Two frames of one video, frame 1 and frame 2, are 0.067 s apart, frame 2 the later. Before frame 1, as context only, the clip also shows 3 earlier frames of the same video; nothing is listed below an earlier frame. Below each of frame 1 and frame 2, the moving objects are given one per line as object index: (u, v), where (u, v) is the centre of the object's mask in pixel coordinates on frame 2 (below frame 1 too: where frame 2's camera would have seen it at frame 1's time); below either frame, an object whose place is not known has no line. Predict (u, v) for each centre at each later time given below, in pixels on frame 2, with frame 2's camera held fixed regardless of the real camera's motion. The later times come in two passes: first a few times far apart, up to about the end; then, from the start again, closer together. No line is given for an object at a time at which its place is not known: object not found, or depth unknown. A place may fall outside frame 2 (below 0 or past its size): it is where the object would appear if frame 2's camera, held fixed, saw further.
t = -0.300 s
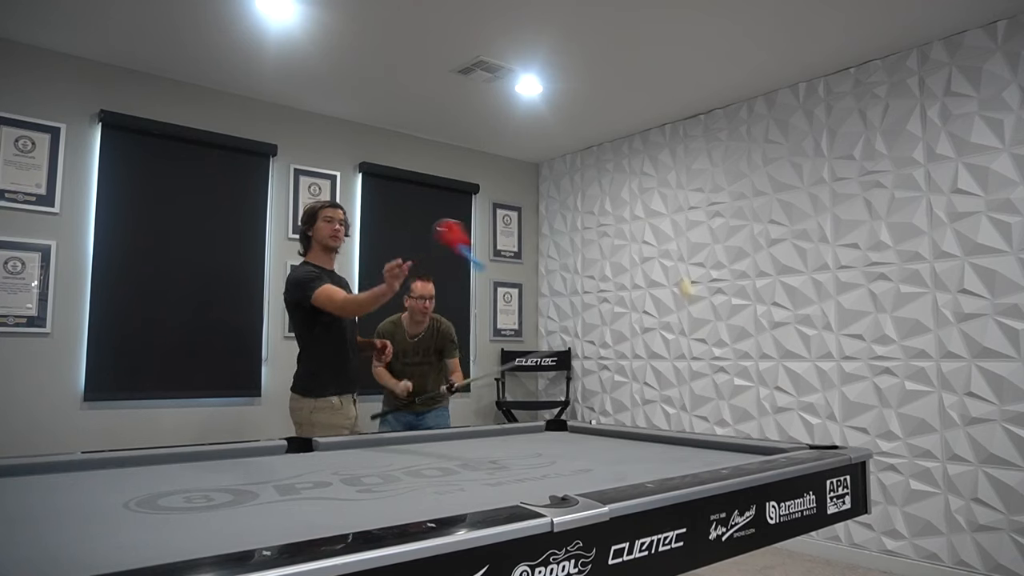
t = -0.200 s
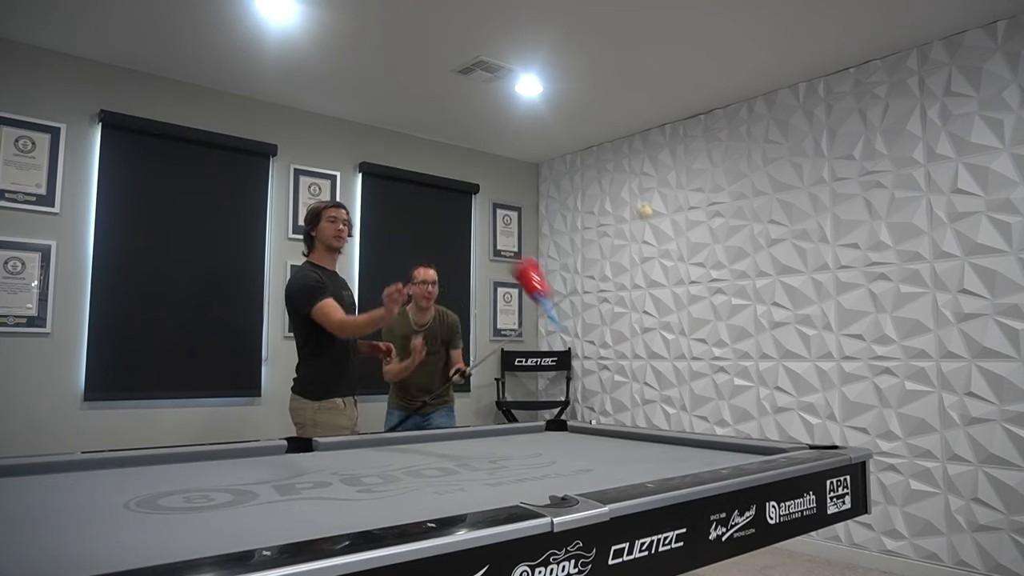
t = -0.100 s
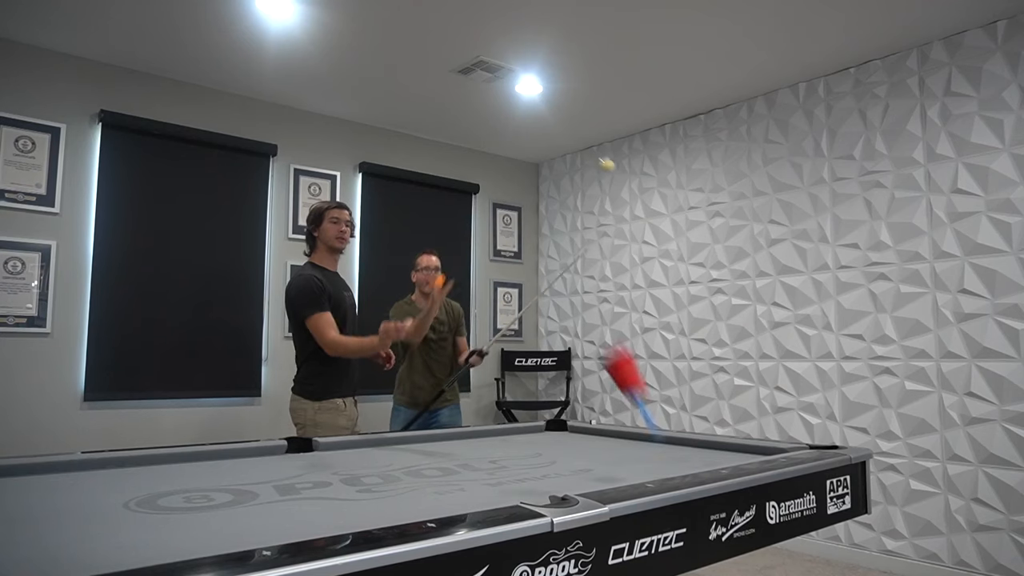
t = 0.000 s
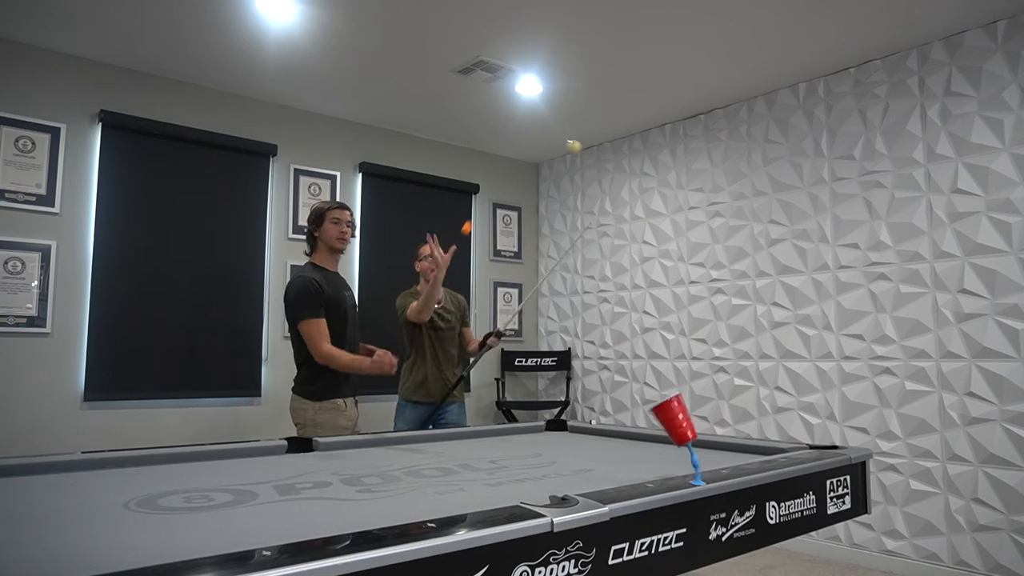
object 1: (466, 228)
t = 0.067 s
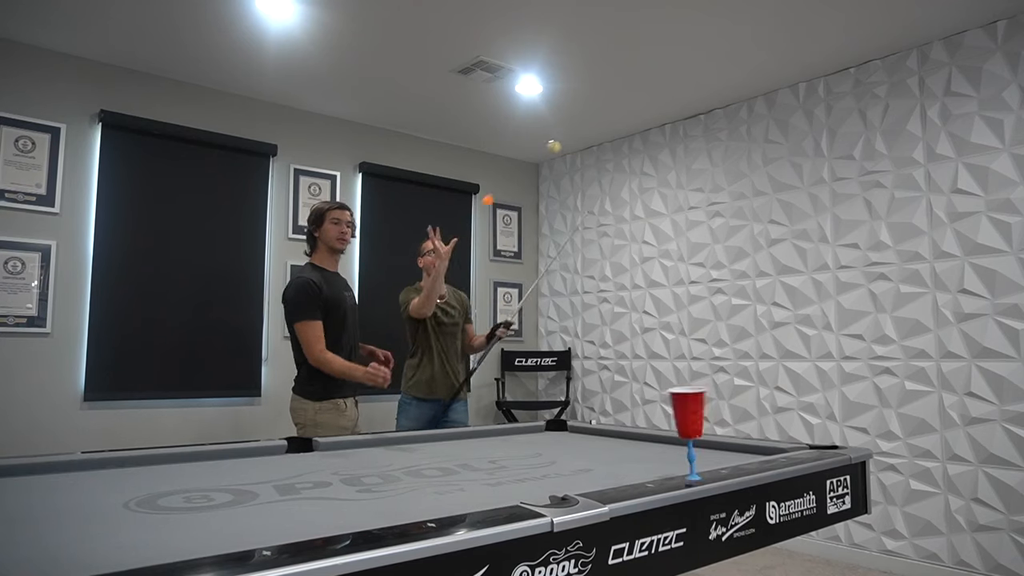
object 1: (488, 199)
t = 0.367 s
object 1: (606, 196)
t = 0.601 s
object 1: (764, 437)
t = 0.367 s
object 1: (606, 196)
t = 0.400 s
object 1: (624, 213)
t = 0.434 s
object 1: (643, 233)
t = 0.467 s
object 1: (664, 261)
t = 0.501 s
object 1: (686, 294)
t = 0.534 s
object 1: (710, 333)
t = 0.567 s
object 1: (735, 380)
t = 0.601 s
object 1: (764, 437)
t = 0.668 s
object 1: (821, 565)
